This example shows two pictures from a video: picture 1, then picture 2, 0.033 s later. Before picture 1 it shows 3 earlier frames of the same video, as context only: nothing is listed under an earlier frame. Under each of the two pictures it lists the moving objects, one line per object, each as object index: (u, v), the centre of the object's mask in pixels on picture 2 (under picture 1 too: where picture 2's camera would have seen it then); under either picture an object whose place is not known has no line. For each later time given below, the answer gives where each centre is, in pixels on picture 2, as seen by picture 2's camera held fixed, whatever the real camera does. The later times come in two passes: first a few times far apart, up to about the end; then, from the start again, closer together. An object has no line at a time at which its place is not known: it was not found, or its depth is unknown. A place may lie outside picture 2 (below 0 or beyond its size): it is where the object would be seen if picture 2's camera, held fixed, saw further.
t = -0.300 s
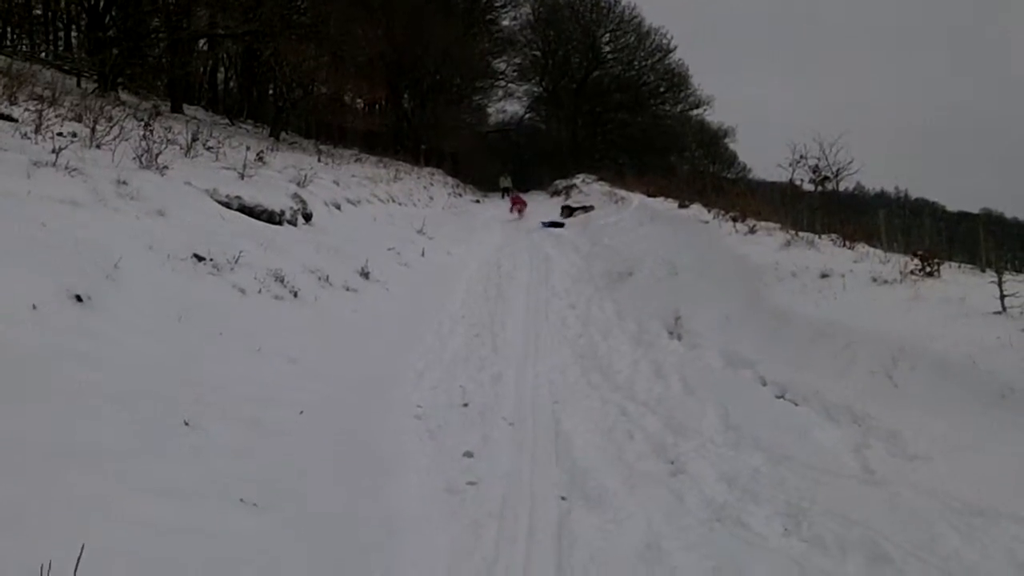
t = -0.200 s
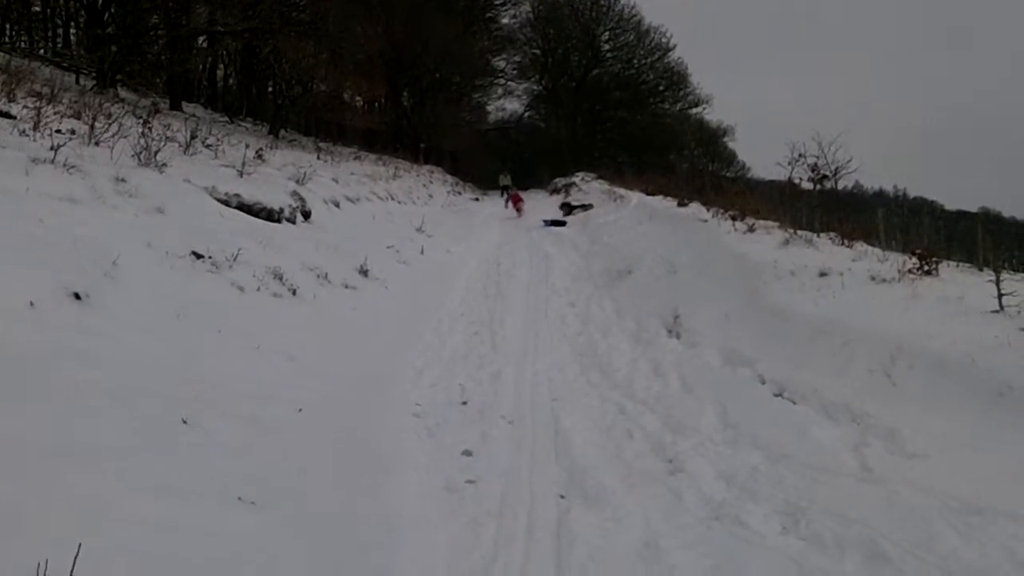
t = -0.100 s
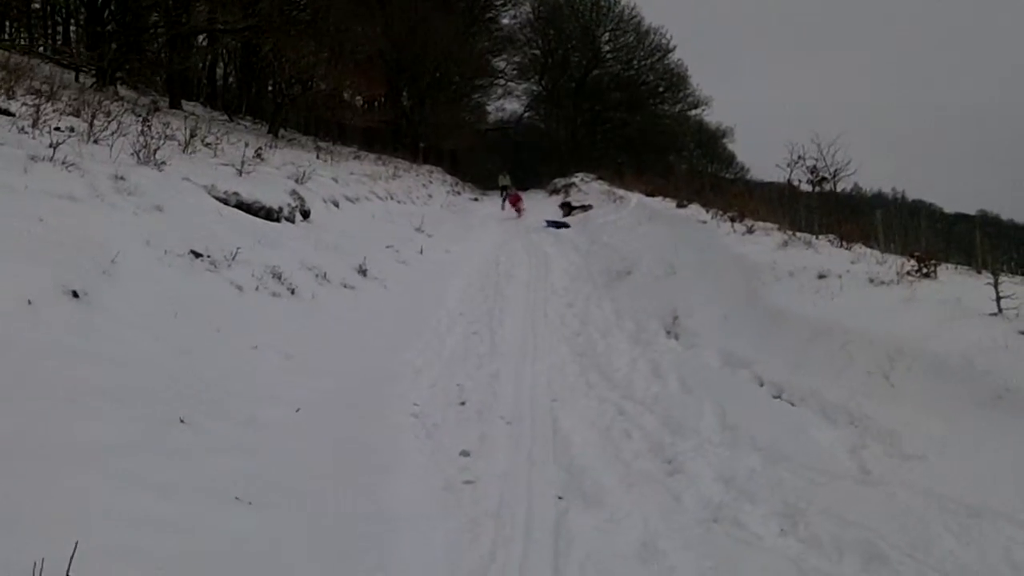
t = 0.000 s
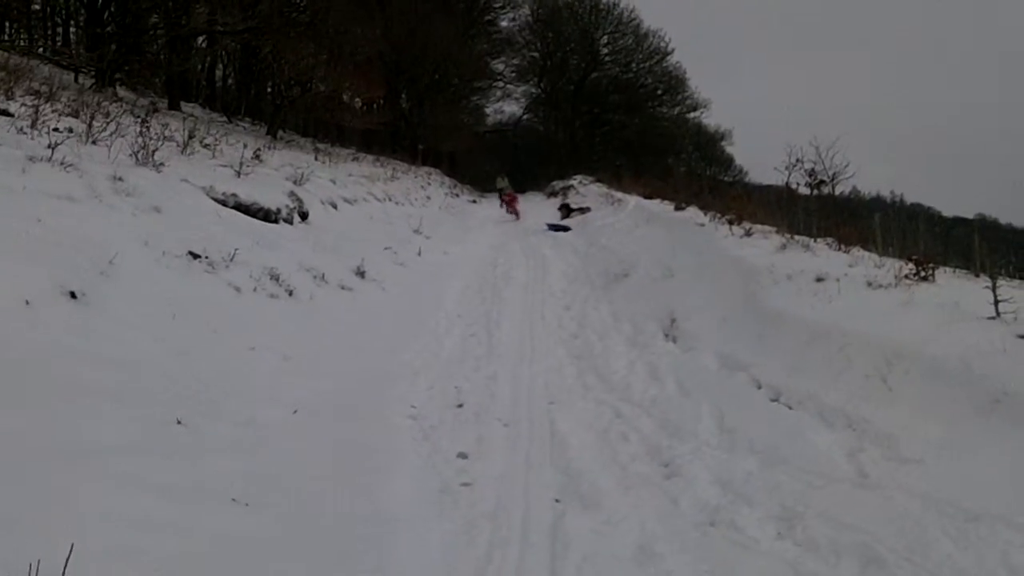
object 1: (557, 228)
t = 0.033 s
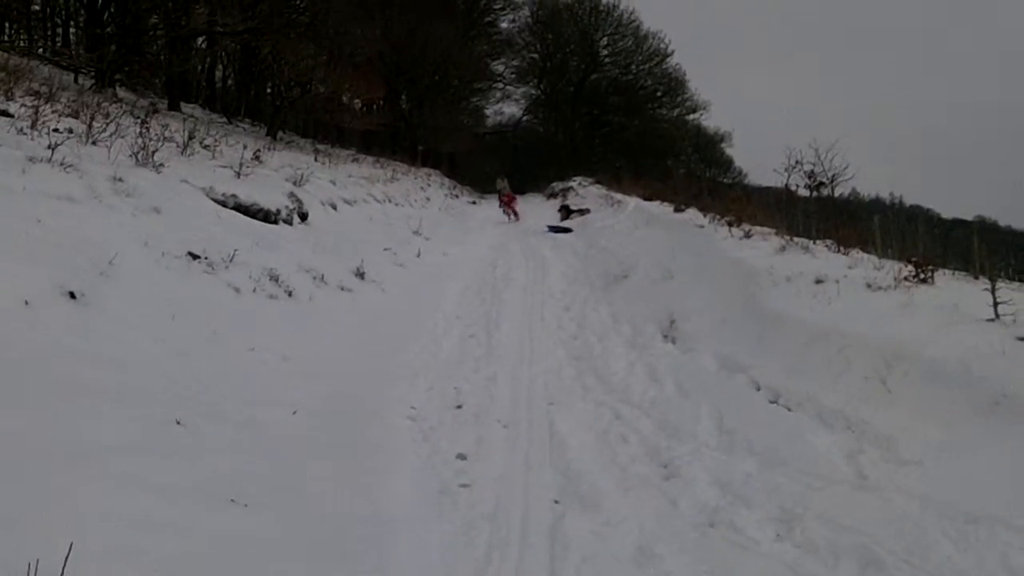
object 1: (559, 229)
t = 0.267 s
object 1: (567, 231)
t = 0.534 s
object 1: (574, 233)
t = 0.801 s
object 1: (580, 234)
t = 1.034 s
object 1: (583, 237)
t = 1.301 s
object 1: (584, 242)
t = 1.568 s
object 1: (582, 247)
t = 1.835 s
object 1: (570, 262)
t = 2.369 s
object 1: (540, 283)
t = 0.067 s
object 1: (561, 229)
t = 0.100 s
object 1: (562, 229)
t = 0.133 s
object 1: (563, 230)
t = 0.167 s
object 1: (564, 231)
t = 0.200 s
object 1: (565, 231)
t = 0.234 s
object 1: (566, 231)
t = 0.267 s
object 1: (567, 231)
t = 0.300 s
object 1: (568, 231)
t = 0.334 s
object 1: (569, 231)
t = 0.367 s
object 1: (570, 231)
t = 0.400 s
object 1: (571, 231)
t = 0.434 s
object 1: (572, 232)
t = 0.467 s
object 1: (572, 232)
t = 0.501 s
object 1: (574, 232)
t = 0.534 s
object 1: (574, 233)
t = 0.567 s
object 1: (575, 233)
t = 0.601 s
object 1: (576, 233)
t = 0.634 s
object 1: (576, 233)
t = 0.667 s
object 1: (577, 233)
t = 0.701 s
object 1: (578, 233)
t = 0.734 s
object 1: (579, 233)
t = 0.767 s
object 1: (579, 234)
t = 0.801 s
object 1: (580, 234)
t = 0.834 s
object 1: (581, 234)
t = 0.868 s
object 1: (581, 235)
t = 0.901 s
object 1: (582, 235)
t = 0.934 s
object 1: (583, 235)
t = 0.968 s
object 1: (583, 236)
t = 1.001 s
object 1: (582, 237)
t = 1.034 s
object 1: (583, 237)
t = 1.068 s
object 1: (584, 238)
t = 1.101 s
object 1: (585, 238)
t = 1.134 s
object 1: (585, 239)
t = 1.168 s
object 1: (584, 240)
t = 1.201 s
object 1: (583, 241)
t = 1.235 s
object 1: (583, 241)
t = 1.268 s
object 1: (584, 241)
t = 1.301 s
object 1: (584, 242)
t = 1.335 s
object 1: (585, 243)
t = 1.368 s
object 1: (585, 244)
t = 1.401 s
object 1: (586, 245)
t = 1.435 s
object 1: (586, 246)
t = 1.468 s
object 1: (585, 246)
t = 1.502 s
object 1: (584, 245)
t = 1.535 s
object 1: (583, 246)
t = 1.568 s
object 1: (582, 247)
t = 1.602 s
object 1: (581, 248)
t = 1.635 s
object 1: (580, 249)
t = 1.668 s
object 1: (578, 251)
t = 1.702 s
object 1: (575, 255)
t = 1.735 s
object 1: (574, 257)
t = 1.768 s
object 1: (573, 259)
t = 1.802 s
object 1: (571, 260)
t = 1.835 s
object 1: (570, 262)
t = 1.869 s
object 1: (568, 263)
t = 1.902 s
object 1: (566, 266)
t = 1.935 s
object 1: (564, 267)
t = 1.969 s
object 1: (562, 270)
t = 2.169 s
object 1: (550, 274)
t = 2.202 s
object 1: (549, 275)
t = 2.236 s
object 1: (547, 276)
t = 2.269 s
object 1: (546, 278)
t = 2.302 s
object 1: (544, 279)
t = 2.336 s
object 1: (541, 281)
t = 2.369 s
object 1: (540, 283)
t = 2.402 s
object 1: (537, 285)
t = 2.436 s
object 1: (535, 286)
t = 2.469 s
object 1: (534, 288)
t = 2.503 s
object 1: (532, 290)
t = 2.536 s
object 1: (530, 292)
